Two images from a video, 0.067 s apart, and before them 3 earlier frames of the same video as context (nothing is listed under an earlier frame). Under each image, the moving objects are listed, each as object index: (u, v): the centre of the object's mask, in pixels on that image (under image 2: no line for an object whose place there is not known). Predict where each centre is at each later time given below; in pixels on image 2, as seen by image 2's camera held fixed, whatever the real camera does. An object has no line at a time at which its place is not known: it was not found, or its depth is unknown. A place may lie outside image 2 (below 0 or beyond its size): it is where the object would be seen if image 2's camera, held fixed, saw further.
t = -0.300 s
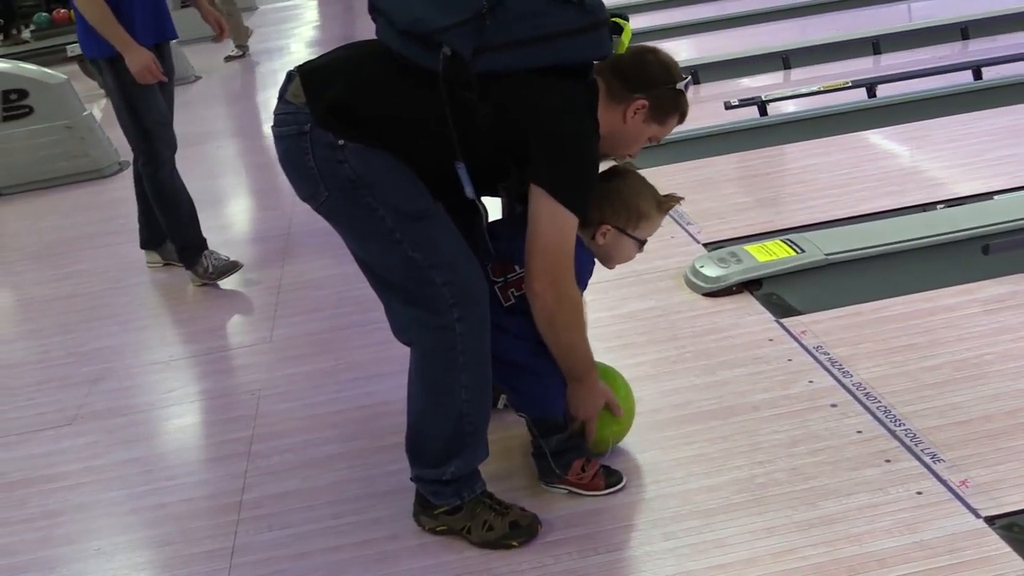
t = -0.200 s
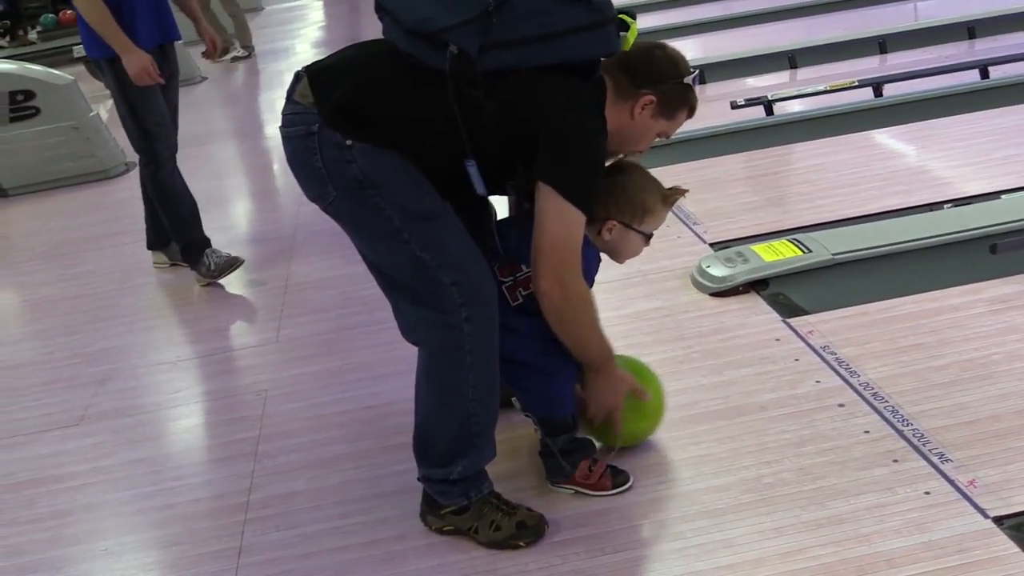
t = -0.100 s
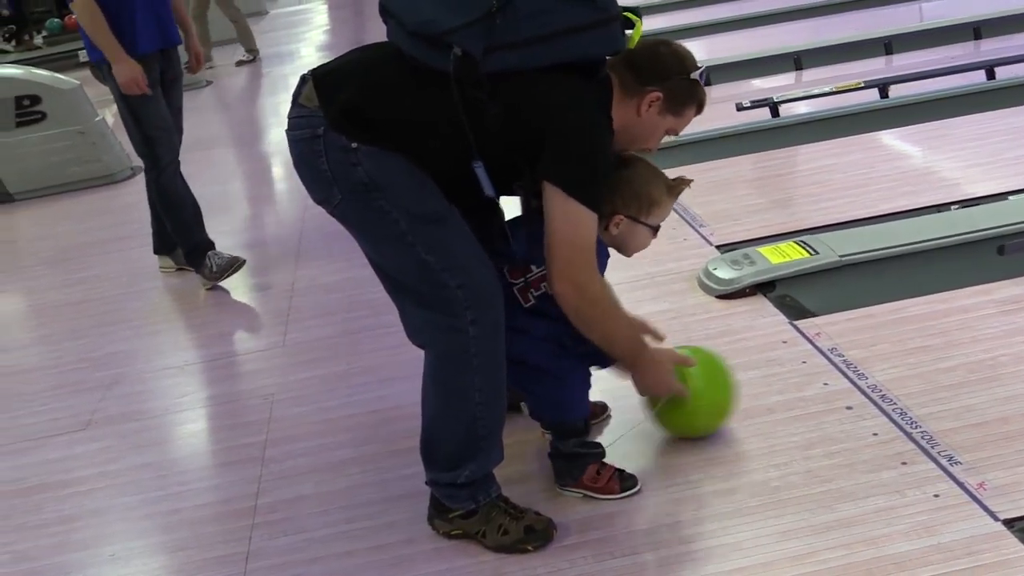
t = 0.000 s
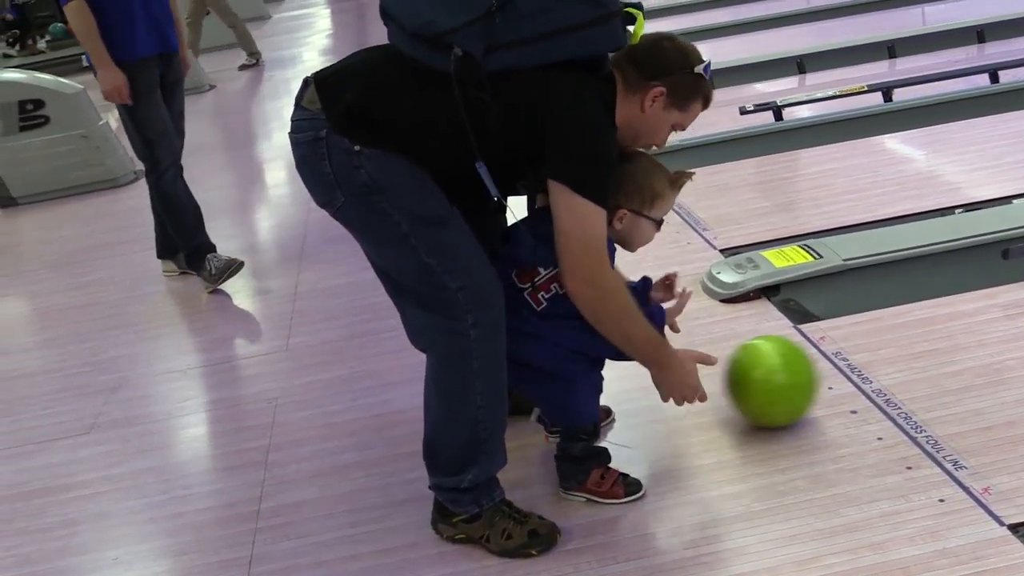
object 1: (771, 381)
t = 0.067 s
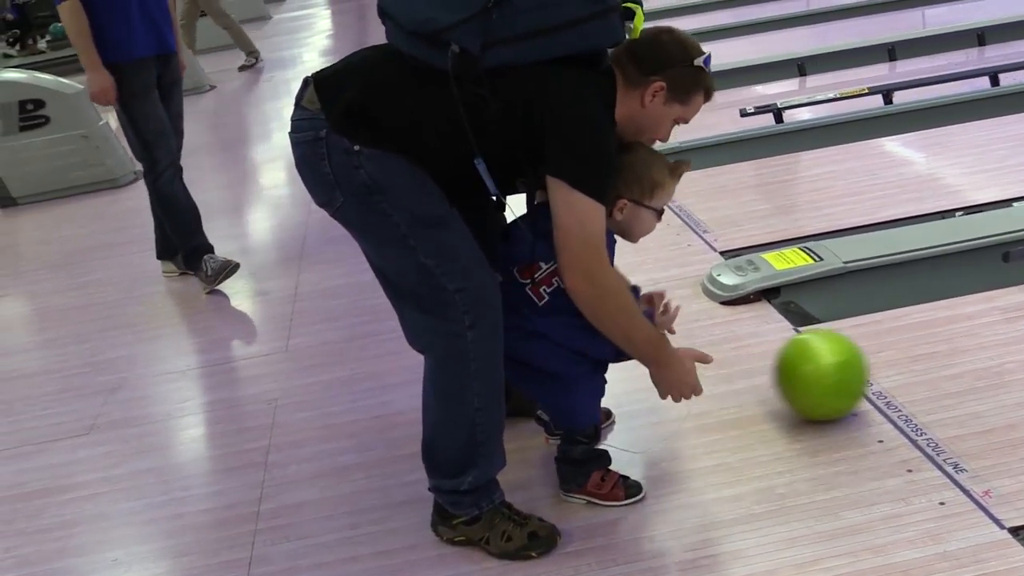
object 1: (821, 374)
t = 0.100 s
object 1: (845, 370)
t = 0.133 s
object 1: (868, 366)
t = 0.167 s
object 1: (891, 362)
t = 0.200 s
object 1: (913, 358)
